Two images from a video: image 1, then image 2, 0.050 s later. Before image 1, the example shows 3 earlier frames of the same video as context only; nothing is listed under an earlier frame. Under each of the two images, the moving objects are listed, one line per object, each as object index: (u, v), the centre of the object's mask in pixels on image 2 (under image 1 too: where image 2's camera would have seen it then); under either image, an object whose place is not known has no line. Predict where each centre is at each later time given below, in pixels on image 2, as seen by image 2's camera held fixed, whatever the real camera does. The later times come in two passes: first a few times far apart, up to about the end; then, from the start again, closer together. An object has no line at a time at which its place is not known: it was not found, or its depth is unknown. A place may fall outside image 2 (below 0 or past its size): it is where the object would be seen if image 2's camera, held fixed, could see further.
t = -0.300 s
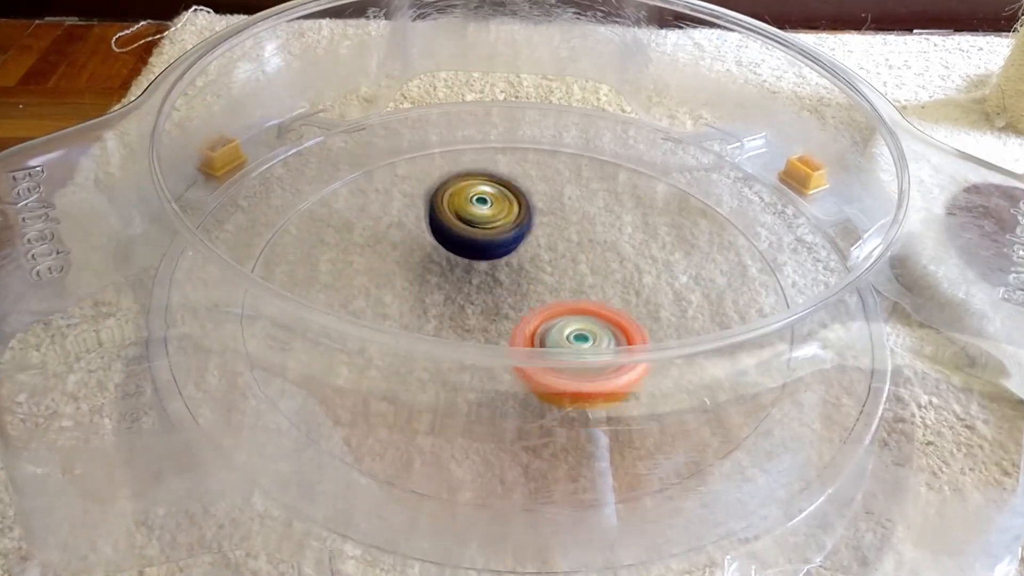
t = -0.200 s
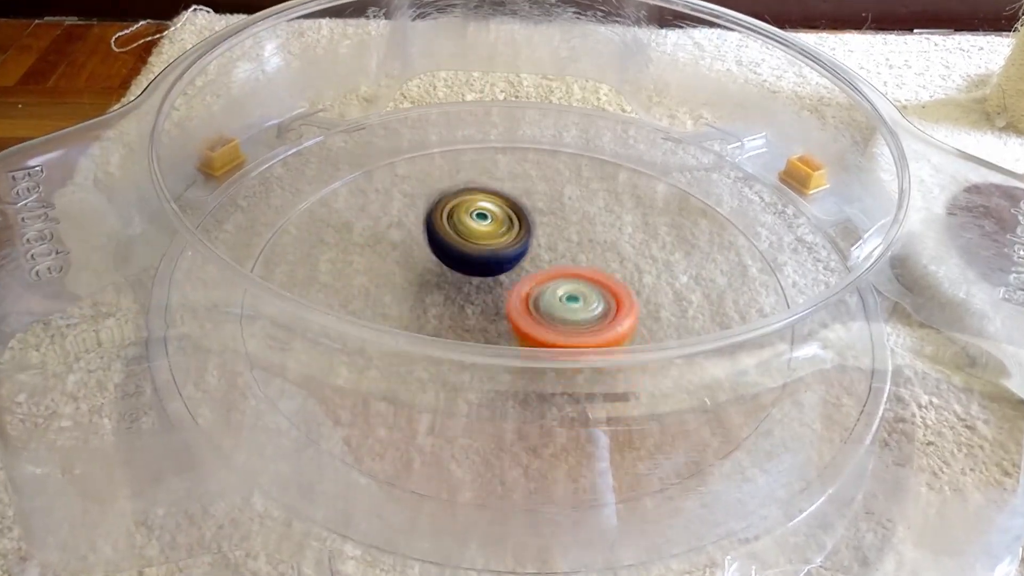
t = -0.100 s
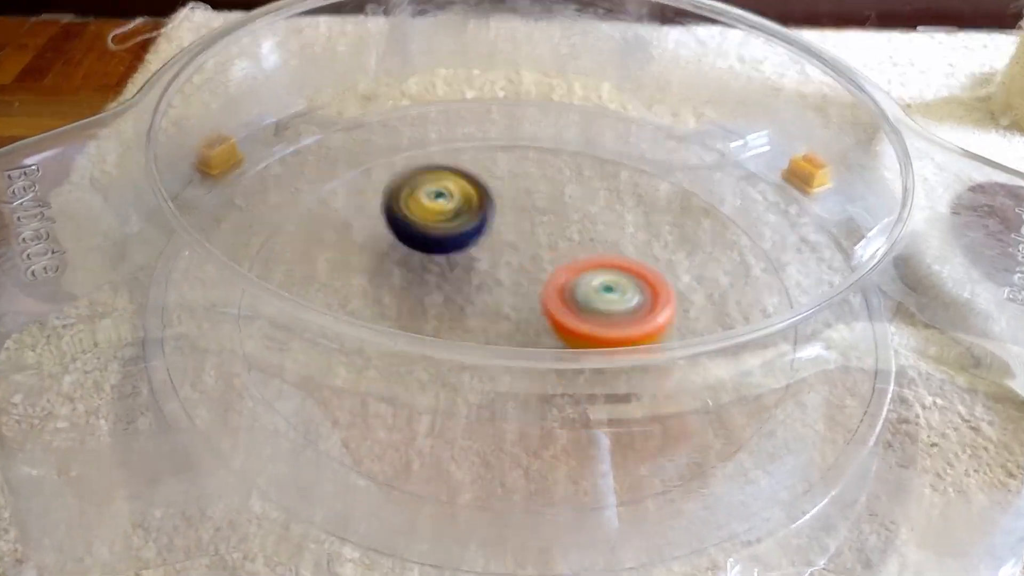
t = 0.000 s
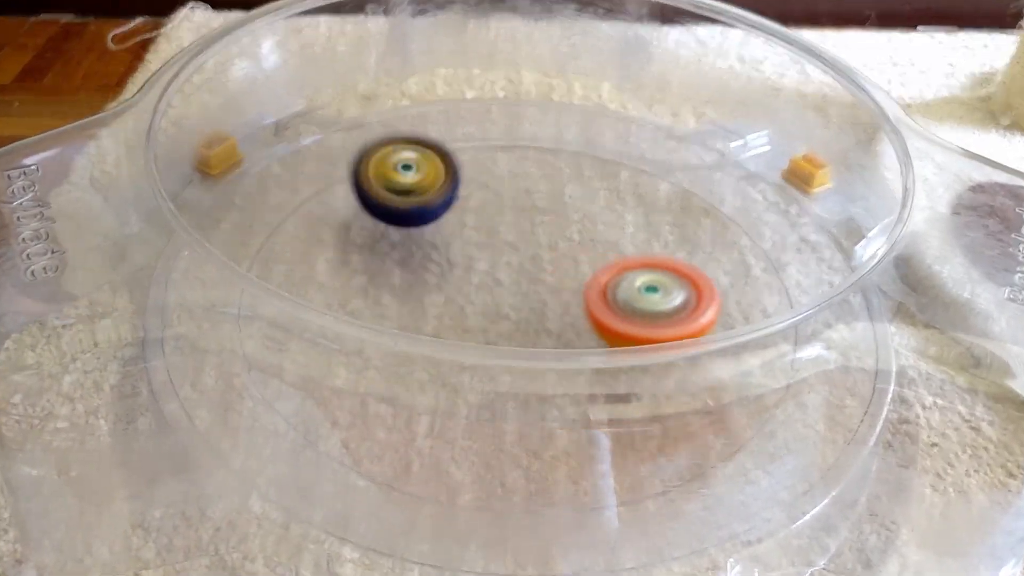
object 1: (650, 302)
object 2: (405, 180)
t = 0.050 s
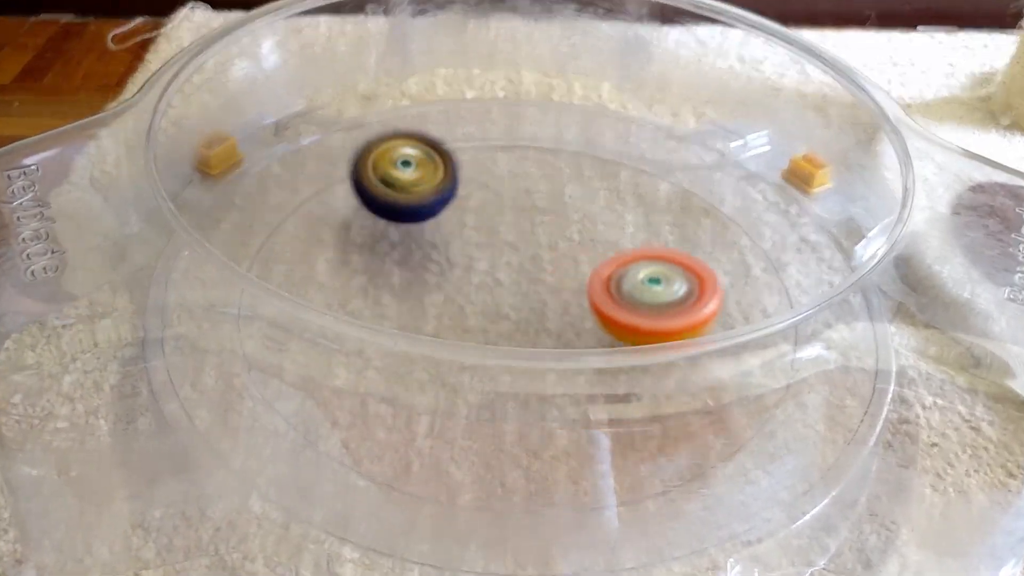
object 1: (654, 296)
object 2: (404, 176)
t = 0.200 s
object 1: (597, 258)
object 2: (411, 188)
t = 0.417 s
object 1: (542, 299)
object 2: (387, 195)
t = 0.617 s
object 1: (600, 347)
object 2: (411, 233)
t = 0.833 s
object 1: (626, 297)
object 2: (472, 289)
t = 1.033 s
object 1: (626, 225)
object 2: (452, 306)
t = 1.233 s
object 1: (529, 223)
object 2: (516, 307)
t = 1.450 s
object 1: (456, 171)
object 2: (586, 417)
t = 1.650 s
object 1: (440, 236)
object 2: (600, 416)
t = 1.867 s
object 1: (465, 295)
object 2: (638, 372)
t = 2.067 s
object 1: (417, 242)
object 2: (688, 358)
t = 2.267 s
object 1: (418, 262)
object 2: (621, 300)
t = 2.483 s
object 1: (419, 282)
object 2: (579, 238)
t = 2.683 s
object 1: (357, 273)
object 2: (640, 218)
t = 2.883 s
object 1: (468, 292)
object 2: (576, 238)
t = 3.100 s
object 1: (426, 333)
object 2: (600, 217)
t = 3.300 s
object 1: (489, 304)
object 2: (556, 241)
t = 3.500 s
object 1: (401, 368)
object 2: (629, 177)
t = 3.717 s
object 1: (509, 351)
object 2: (612, 207)
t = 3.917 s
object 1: (517, 334)
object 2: (574, 212)
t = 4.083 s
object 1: (453, 360)
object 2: (581, 186)
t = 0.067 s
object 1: (653, 293)
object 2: (404, 176)
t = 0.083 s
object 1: (650, 289)
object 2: (404, 177)
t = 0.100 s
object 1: (646, 284)
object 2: (405, 178)
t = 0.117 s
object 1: (640, 280)
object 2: (406, 178)
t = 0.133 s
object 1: (634, 275)
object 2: (406, 180)
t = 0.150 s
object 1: (627, 270)
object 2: (407, 182)
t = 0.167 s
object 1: (618, 266)
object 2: (408, 184)
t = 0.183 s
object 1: (607, 262)
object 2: (410, 186)
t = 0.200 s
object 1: (597, 258)
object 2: (411, 188)
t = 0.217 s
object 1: (586, 255)
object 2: (413, 191)
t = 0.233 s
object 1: (575, 252)
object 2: (414, 193)
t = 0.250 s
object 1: (563, 250)
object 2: (416, 198)
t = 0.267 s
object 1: (552, 249)
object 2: (418, 201)
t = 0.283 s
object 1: (540, 248)
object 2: (420, 205)
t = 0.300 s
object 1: (531, 250)
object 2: (420, 206)
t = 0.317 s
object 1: (533, 256)
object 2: (410, 203)
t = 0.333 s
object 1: (534, 263)
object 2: (402, 199)
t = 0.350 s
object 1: (535, 270)
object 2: (396, 197)
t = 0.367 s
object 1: (536, 277)
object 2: (391, 196)
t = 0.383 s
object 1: (538, 285)
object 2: (389, 195)
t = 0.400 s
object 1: (540, 293)
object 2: (387, 195)
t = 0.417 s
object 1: (542, 299)
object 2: (387, 195)
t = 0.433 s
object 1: (545, 304)
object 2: (387, 197)
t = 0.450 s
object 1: (548, 308)
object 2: (388, 198)
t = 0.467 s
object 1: (552, 312)
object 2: (389, 201)
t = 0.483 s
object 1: (556, 315)
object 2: (391, 204)
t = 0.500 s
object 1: (560, 317)
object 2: (392, 207)
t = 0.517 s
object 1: (565, 331)
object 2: (394, 210)
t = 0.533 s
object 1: (571, 336)
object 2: (396, 213)
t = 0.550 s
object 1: (576, 340)
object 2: (399, 217)
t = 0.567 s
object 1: (582, 342)
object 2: (402, 220)
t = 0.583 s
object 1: (588, 345)
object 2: (405, 225)
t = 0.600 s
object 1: (594, 347)
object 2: (408, 229)
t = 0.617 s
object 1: (600, 347)
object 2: (411, 233)
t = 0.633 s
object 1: (606, 346)
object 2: (415, 237)
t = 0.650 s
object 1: (612, 345)
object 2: (418, 241)
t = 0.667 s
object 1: (617, 344)
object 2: (423, 246)
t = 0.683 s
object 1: (622, 341)
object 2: (426, 250)
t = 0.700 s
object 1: (626, 336)
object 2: (430, 255)
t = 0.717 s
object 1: (630, 332)
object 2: (435, 259)
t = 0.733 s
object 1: (631, 316)
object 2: (439, 264)
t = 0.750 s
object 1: (633, 314)
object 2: (445, 269)
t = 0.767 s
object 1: (635, 312)
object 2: (449, 273)
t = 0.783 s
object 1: (635, 308)
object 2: (455, 277)
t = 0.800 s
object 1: (633, 305)
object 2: (460, 281)
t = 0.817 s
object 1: (630, 301)
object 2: (466, 285)
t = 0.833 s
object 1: (626, 297)
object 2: (472, 289)
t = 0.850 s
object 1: (620, 291)
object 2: (477, 293)
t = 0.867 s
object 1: (614, 285)
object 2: (483, 297)
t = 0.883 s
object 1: (621, 277)
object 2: (476, 299)
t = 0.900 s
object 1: (627, 270)
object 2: (468, 302)
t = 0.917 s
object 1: (632, 263)
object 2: (462, 301)
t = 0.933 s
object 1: (637, 256)
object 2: (455, 303)
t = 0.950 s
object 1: (639, 250)
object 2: (453, 303)
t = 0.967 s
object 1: (639, 244)
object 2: (450, 305)
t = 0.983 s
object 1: (638, 238)
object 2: (449, 305)
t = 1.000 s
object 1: (636, 233)
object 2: (448, 305)
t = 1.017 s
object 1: (632, 229)
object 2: (450, 306)
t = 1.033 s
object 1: (626, 225)
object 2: (452, 306)
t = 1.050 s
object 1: (620, 222)
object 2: (455, 306)
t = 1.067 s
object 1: (614, 219)
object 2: (459, 307)
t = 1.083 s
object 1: (606, 217)
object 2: (462, 307)
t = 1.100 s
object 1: (598, 216)
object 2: (469, 308)
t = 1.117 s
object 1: (589, 214)
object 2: (473, 307)
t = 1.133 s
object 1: (581, 215)
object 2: (480, 308)
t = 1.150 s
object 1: (572, 214)
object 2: (485, 308)
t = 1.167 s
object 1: (563, 216)
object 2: (490, 308)
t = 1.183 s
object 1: (555, 216)
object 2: (497, 308)
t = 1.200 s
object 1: (546, 218)
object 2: (503, 307)
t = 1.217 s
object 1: (537, 220)
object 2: (509, 308)
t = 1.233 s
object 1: (529, 223)
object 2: (516, 307)
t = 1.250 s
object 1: (522, 223)
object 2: (521, 307)
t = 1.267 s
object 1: (513, 226)
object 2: (528, 307)
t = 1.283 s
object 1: (506, 217)
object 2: (535, 317)
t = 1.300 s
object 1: (499, 208)
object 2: (544, 331)
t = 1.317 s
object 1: (493, 198)
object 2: (550, 348)
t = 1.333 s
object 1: (487, 191)
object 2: (559, 368)
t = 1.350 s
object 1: (482, 184)
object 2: (566, 381)
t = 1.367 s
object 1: (477, 179)
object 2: (575, 403)
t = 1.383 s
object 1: (472, 175)
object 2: (579, 407)
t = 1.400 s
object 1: (468, 173)
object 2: (580, 410)
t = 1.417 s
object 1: (463, 170)
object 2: (584, 413)
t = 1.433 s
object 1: (459, 171)
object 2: (585, 415)
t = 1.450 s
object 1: (456, 171)
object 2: (586, 417)
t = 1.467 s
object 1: (453, 172)
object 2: (588, 419)
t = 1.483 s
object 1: (450, 176)
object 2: (590, 420)
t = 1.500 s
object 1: (447, 179)
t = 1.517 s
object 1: (445, 184)
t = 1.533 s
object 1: (443, 189)
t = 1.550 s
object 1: (441, 194)
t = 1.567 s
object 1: (440, 200)
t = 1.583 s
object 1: (439, 207)
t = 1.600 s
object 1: (439, 215)
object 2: (599, 420)
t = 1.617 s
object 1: (439, 221)
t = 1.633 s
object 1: (439, 229)
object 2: (600, 418)
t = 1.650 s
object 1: (440, 236)
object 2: (600, 416)
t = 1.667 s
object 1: (440, 244)
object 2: (600, 413)
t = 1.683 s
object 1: (441, 251)
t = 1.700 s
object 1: (441, 260)
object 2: (601, 408)
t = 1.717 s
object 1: (443, 268)
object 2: (599, 407)
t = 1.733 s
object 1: (446, 277)
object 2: (600, 404)
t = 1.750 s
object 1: (450, 284)
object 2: (599, 402)
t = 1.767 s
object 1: (454, 290)
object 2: (599, 398)
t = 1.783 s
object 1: (461, 295)
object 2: (598, 383)
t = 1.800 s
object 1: (467, 299)
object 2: (598, 379)
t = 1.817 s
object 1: (474, 302)
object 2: (598, 371)
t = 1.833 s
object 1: (481, 304)
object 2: (600, 368)
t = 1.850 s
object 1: (474, 300)
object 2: (618, 369)
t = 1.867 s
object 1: (465, 295)
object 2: (638, 372)
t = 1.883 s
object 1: (456, 289)
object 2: (653, 376)
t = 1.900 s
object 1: (450, 282)
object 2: (670, 379)
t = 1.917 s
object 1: (444, 275)
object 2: (681, 379)
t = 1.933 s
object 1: (439, 269)
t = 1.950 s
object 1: (435, 263)
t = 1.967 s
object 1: (431, 258)
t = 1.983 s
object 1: (428, 254)
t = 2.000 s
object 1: (425, 250)
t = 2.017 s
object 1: (422, 247)
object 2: (697, 368)
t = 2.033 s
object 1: (420, 245)
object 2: (695, 365)
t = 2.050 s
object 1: (419, 243)
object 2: (692, 361)
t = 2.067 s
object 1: (417, 242)
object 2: (688, 358)
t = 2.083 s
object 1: (416, 242)
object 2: (686, 357)
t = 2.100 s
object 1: (416, 242)
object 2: (676, 340)
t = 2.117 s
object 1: (416, 242)
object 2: (673, 341)
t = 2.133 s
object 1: (415, 242)
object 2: (667, 337)
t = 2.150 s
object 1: (415, 243)
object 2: (662, 330)
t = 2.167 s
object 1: (415, 245)
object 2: (656, 325)
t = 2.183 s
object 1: (414, 247)
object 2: (650, 312)
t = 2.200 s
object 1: (415, 249)
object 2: (643, 311)
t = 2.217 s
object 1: (415, 252)
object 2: (638, 309)
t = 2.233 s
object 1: (415, 256)
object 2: (632, 306)
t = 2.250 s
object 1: (416, 259)
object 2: (627, 304)
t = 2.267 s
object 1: (418, 262)
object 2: (621, 300)
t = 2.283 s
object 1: (419, 266)
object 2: (614, 298)
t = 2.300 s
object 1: (421, 269)
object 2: (608, 293)
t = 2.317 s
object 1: (423, 272)
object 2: (601, 289)
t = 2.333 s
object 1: (425, 276)
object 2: (595, 283)
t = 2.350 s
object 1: (428, 279)
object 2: (589, 279)
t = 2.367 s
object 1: (431, 281)
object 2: (583, 274)
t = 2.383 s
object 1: (434, 283)
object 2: (577, 270)
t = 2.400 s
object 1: (438, 284)
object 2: (571, 265)
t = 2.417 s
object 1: (442, 285)
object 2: (565, 260)
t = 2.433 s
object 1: (447, 286)
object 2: (560, 256)
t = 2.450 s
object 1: (451, 286)
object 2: (555, 251)
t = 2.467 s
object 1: (437, 285)
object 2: (563, 244)
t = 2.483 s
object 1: (419, 282)
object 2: (579, 238)
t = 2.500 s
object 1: (403, 280)
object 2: (594, 233)
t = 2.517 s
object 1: (389, 277)
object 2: (606, 228)
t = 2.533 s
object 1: (376, 275)
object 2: (616, 223)
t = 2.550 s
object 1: (365, 273)
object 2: (626, 220)
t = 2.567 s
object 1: (357, 270)
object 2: (632, 217)
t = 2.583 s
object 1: (352, 270)
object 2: (638, 215)
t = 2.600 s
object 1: (348, 268)
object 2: (642, 214)
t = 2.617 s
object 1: (346, 268)
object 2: (644, 214)
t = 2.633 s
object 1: (345, 268)
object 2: (645, 214)
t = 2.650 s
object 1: (347, 269)
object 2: (644, 215)
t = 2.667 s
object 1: (351, 271)
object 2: (643, 217)
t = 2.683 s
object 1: (357, 273)
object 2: (640, 218)
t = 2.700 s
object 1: (364, 275)
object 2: (637, 220)
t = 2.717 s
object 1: (372, 278)
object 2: (633, 222)
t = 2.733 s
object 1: (382, 280)
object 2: (630, 224)
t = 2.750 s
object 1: (393, 282)
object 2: (624, 225)
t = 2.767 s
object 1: (403, 284)
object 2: (620, 227)
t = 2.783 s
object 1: (412, 286)
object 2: (613, 229)
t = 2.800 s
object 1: (422, 287)
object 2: (609, 230)
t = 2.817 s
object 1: (431, 289)
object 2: (602, 232)
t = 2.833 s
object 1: (441, 290)
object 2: (597, 233)
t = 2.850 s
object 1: (451, 290)
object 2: (589, 235)
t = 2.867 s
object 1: (459, 291)
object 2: (583, 236)
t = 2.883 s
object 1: (468, 292)
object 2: (576, 238)
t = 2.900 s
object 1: (477, 292)
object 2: (570, 238)
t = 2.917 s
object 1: (478, 293)
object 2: (568, 237)
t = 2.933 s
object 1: (468, 298)
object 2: (574, 230)
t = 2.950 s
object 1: (459, 301)
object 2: (581, 225)
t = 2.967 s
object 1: (451, 304)
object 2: (588, 220)
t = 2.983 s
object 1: (444, 305)
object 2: (593, 216)
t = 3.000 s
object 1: (436, 318)
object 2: (597, 213)
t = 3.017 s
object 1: (431, 322)
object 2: (600, 212)
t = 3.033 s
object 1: (426, 326)
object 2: (601, 211)
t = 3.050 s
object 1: (424, 329)
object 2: (603, 213)
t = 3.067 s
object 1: (423, 330)
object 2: (602, 213)
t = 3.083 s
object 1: (423, 331)
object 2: (602, 215)
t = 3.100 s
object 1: (426, 333)
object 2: (600, 217)
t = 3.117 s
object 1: (429, 332)
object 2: (598, 219)
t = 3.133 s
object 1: (433, 332)
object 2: (595, 221)
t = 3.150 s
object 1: (439, 331)
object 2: (593, 224)
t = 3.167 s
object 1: (445, 328)
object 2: (588, 226)
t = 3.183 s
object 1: (452, 323)
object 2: (585, 229)
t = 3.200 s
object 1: (460, 311)
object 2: (581, 231)
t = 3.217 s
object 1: (465, 310)
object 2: (577, 233)
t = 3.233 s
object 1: (471, 310)
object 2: (571, 236)
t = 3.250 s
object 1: (476, 308)
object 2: (568, 238)
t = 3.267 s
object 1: (480, 306)
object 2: (562, 240)
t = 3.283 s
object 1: (487, 305)
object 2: (559, 241)
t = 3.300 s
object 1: (489, 304)
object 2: (556, 241)
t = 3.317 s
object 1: (477, 308)
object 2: (564, 232)
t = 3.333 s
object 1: (465, 311)
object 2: (574, 221)
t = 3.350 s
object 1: (449, 331)
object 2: (582, 210)
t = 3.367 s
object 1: (439, 340)
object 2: (591, 202)
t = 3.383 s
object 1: (426, 357)
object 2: (597, 194)
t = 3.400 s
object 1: (417, 352)
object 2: (604, 188)
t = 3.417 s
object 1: (410, 356)
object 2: (609, 184)
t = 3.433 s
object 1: (404, 361)
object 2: (614, 180)
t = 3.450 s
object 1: (401, 363)
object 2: (618, 178)
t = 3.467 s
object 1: (399, 365)
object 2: (622, 177)
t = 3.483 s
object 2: (625, 176)
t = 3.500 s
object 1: (401, 368)
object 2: (629, 177)
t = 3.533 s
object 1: (411, 370)
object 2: (632, 178)
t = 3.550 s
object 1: (417, 371)
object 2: (632, 179)
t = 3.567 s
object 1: (425, 371)
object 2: (633, 181)
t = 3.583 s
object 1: (434, 371)
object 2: (632, 183)
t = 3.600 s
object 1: (444, 369)
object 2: (631, 185)
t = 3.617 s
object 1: (453, 368)
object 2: (629, 187)
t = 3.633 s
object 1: (463, 367)
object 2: (628, 190)
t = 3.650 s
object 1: (473, 364)
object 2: (625, 193)
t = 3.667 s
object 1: (482, 361)
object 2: (623, 196)
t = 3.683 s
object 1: (491, 358)
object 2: (619, 200)
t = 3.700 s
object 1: (499, 362)
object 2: (616, 203)
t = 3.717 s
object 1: (509, 351)
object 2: (612, 207)
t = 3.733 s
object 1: (517, 348)
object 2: (608, 210)
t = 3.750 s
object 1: (524, 342)
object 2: (604, 214)
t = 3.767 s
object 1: (530, 337)
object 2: (600, 217)
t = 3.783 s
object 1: (535, 333)
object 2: (595, 221)
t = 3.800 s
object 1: (539, 320)
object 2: (590, 224)
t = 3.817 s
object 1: (542, 317)
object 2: (585, 228)
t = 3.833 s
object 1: (545, 315)
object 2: (580, 230)
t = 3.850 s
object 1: (546, 313)
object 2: (575, 232)
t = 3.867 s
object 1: (547, 310)
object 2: (571, 233)
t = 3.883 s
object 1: (538, 313)
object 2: (569, 230)
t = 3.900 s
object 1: (527, 317)
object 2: (572, 220)
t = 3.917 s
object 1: (517, 334)
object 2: (574, 212)
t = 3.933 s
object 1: (508, 341)
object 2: (575, 204)
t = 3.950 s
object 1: (498, 348)
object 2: (576, 197)
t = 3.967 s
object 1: (489, 347)
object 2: (577, 193)
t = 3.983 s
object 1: (482, 364)
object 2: (578, 190)
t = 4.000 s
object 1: (474, 363)
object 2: (579, 187)
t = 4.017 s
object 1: (468, 363)
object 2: (580, 186)
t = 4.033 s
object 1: (464, 364)
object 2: (580, 185)
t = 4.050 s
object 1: (459, 363)
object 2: (581, 185)
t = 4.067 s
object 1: (457, 361)
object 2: (581, 185)
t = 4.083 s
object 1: (453, 360)
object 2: (581, 186)
